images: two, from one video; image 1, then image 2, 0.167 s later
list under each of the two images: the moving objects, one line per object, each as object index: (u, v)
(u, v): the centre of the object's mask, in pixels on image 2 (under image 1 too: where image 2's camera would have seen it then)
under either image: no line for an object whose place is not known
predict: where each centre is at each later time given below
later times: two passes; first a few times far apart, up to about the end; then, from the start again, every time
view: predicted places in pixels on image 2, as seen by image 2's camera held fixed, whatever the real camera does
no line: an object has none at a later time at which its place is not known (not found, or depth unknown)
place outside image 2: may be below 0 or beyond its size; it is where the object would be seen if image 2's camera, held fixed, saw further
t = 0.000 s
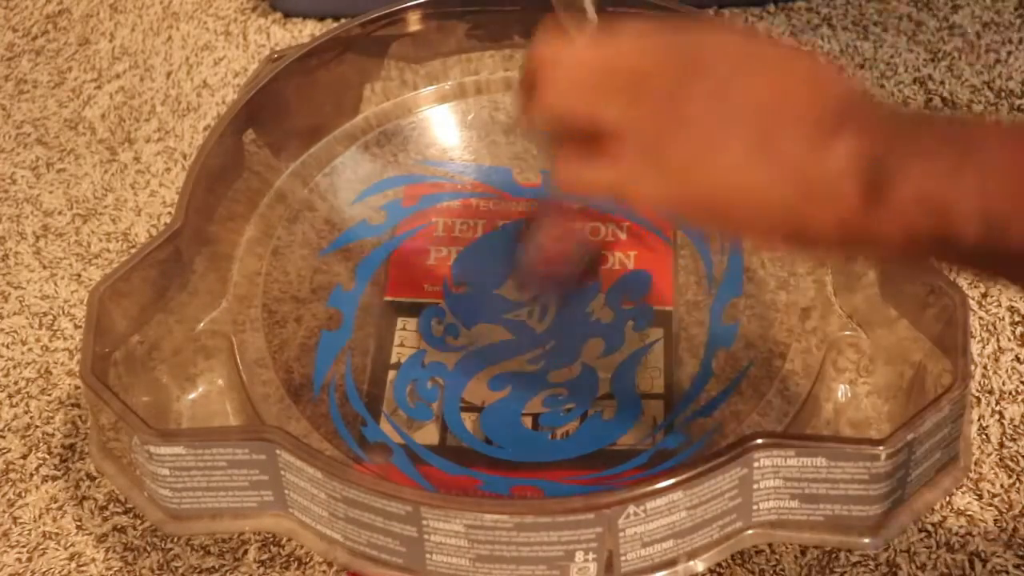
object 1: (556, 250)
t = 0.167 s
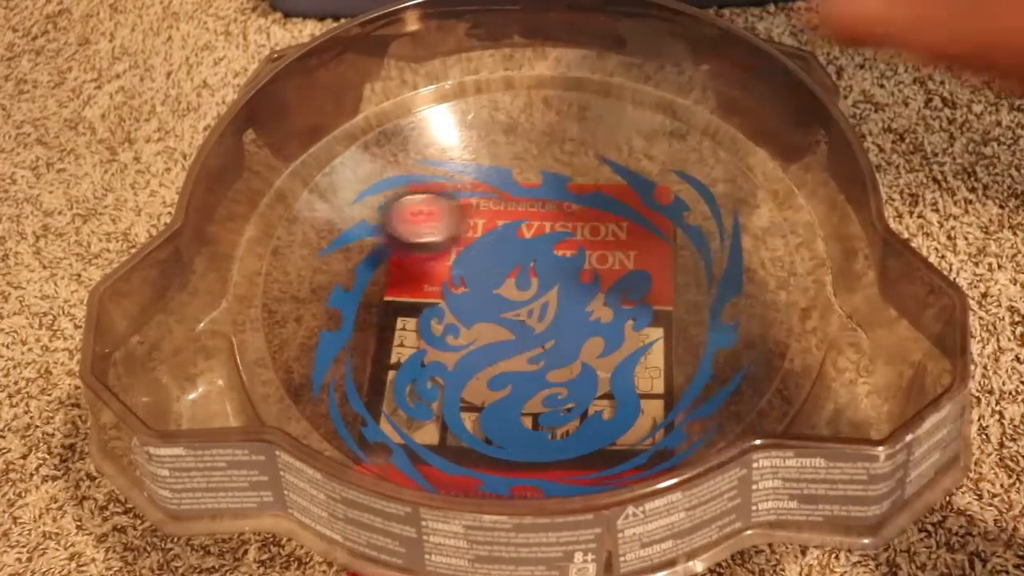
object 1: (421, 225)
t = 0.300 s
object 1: (397, 234)
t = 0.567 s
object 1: (512, 328)
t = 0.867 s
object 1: (547, 225)
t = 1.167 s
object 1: (456, 352)
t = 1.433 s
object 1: (685, 308)
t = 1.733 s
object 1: (449, 171)
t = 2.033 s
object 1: (487, 457)
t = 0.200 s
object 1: (402, 234)
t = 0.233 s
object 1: (397, 227)
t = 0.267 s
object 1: (397, 226)
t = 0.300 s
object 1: (397, 234)
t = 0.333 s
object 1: (405, 247)
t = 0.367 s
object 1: (414, 259)
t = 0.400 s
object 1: (425, 266)
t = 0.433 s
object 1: (440, 282)
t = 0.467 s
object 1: (456, 300)
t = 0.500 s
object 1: (474, 312)
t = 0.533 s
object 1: (493, 321)
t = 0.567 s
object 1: (512, 328)
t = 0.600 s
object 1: (530, 329)
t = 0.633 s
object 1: (546, 327)
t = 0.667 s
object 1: (559, 319)
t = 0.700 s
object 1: (568, 308)
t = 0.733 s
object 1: (575, 292)
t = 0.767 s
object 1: (579, 274)
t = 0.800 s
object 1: (576, 256)
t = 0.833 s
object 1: (563, 239)
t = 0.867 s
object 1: (547, 225)
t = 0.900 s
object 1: (526, 217)
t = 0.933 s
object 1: (503, 213)
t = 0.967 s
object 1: (483, 218)
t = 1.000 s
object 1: (465, 229)
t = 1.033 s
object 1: (446, 249)
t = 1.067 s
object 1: (435, 273)
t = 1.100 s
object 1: (434, 301)
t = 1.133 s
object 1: (441, 329)
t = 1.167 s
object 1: (456, 352)
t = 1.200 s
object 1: (482, 372)
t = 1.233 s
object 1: (510, 386)
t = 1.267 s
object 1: (545, 391)
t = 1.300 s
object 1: (578, 391)
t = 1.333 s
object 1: (613, 378)
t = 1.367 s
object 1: (644, 360)
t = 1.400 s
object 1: (667, 335)
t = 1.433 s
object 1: (685, 308)
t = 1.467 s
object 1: (691, 274)
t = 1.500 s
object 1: (688, 244)
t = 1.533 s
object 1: (674, 216)
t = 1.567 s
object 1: (653, 191)
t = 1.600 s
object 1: (617, 170)
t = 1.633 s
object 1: (577, 158)
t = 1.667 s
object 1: (532, 157)
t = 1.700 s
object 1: (497, 162)
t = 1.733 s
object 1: (449, 171)
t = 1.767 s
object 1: (411, 196)
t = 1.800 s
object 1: (382, 225)
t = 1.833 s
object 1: (359, 261)
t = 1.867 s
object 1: (349, 301)
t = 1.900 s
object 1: (353, 340)
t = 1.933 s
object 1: (367, 375)
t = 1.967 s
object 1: (394, 410)
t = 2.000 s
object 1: (435, 436)
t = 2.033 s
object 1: (487, 457)
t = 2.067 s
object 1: (535, 464)
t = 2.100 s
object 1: (588, 464)
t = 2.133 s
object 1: (639, 446)
